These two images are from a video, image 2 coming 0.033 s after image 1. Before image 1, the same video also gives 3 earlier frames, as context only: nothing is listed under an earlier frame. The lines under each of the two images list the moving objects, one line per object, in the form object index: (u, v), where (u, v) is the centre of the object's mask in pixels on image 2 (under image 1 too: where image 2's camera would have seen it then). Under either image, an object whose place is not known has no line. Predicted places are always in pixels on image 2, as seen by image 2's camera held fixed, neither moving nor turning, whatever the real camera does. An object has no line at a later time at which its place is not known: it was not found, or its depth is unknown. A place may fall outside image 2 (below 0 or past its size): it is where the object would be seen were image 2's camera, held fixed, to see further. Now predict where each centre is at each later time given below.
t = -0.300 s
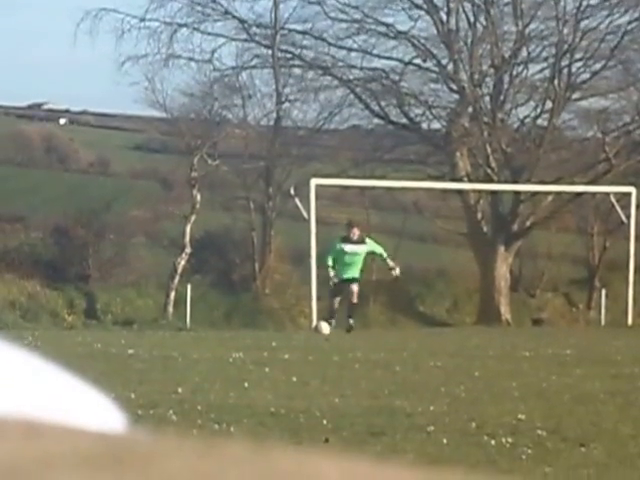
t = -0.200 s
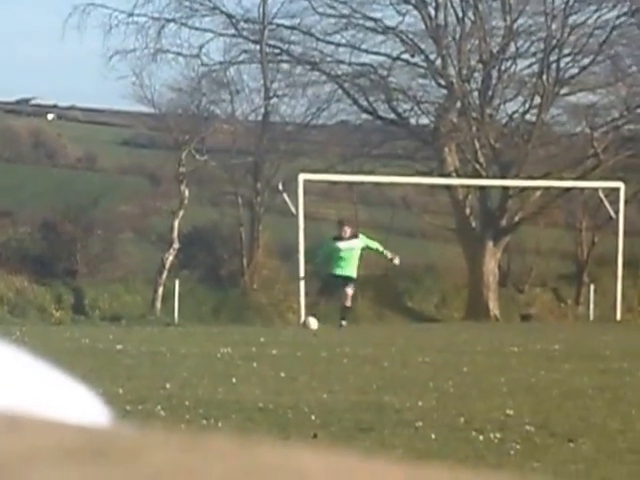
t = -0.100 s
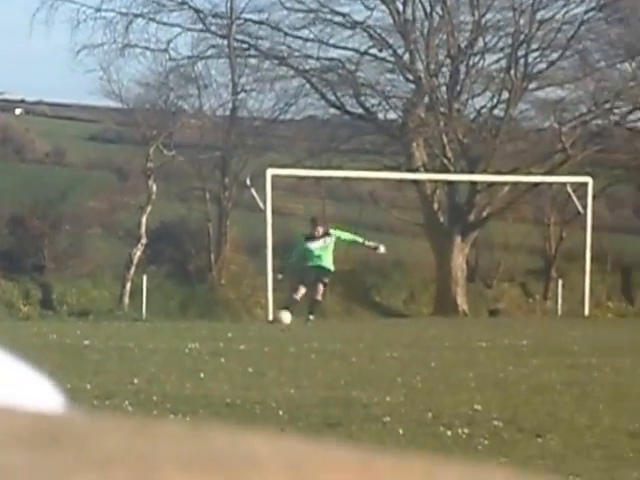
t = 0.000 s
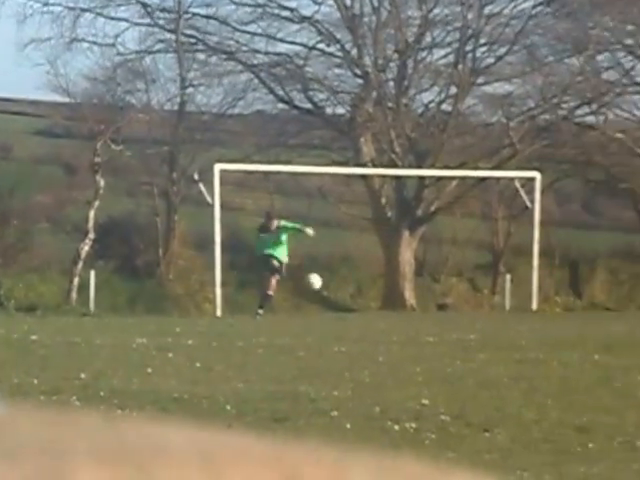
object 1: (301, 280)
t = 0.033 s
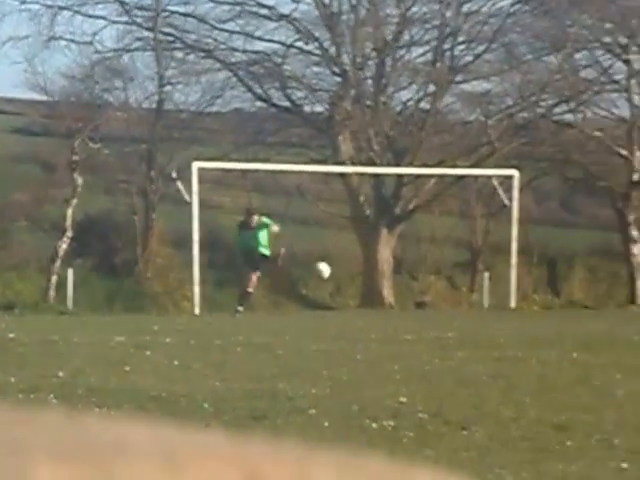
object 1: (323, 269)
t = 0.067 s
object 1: (349, 260)
